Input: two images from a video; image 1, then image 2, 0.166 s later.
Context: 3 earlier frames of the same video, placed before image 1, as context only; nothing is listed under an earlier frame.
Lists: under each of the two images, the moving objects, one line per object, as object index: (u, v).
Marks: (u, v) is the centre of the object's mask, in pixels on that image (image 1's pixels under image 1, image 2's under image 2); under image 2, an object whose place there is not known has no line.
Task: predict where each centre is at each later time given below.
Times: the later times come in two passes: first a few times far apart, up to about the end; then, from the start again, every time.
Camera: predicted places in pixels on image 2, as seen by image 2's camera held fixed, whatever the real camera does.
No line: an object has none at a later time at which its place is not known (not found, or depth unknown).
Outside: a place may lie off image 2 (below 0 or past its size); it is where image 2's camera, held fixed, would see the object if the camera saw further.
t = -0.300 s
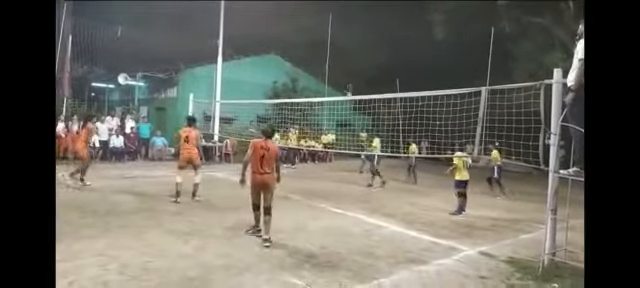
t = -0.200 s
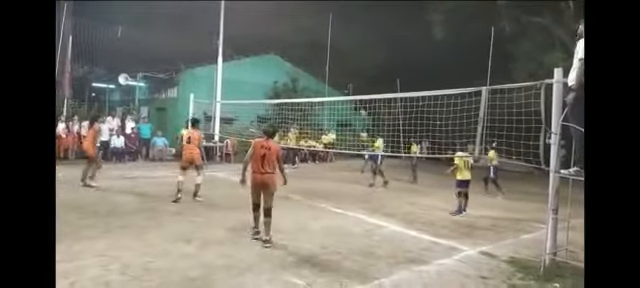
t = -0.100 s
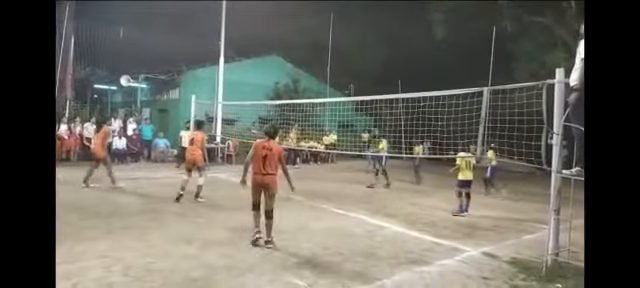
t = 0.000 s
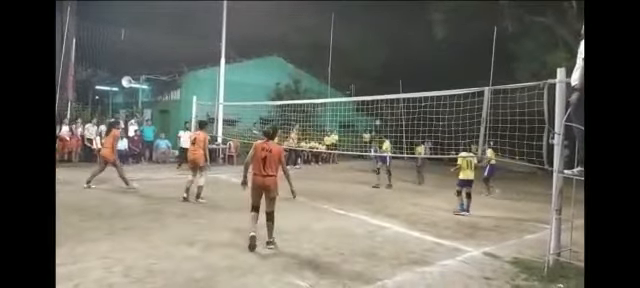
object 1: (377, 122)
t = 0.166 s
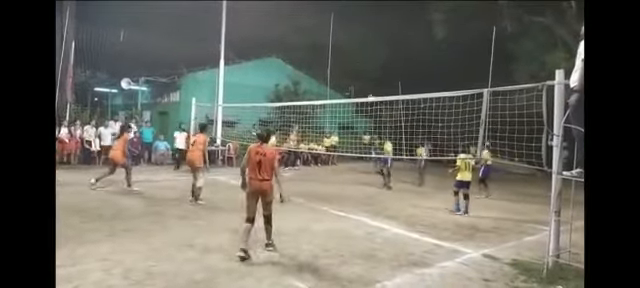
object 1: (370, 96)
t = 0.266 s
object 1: (366, 85)
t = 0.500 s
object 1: (356, 66)
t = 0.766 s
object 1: (344, 64)
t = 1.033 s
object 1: (329, 83)
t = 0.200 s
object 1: (369, 93)
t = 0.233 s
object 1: (367, 89)
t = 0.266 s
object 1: (366, 85)
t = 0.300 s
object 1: (365, 82)
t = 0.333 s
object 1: (363, 78)
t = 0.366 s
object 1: (362, 75)
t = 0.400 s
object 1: (361, 72)
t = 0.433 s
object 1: (359, 70)
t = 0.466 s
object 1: (357, 68)
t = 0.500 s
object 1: (356, 66)
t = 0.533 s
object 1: (355, 65)
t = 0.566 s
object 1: (353, 64)
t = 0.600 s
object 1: (351, 63)
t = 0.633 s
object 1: (351, 63)
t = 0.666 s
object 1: (349, 62)
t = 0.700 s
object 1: (347, 63)
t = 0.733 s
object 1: (345, 63)
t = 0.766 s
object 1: (344, 64)
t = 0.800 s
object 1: (342, 65)
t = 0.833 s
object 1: (340, 66)
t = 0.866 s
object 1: (338, 68)
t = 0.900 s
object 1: (336, 70)
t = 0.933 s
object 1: (334, 73)
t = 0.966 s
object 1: (333, 76)
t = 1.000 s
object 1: (330, 79)
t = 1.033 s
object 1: (329, 83)
